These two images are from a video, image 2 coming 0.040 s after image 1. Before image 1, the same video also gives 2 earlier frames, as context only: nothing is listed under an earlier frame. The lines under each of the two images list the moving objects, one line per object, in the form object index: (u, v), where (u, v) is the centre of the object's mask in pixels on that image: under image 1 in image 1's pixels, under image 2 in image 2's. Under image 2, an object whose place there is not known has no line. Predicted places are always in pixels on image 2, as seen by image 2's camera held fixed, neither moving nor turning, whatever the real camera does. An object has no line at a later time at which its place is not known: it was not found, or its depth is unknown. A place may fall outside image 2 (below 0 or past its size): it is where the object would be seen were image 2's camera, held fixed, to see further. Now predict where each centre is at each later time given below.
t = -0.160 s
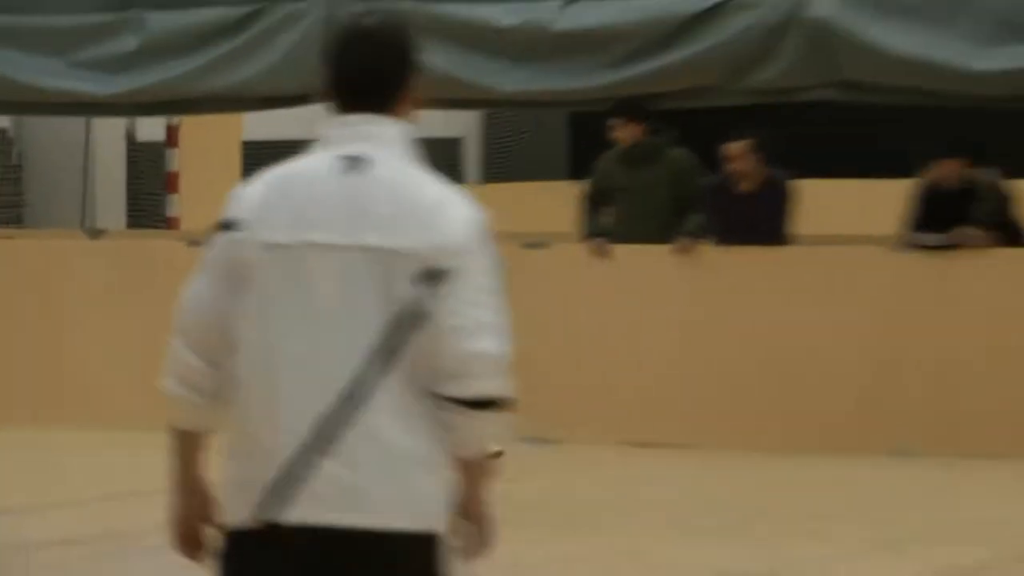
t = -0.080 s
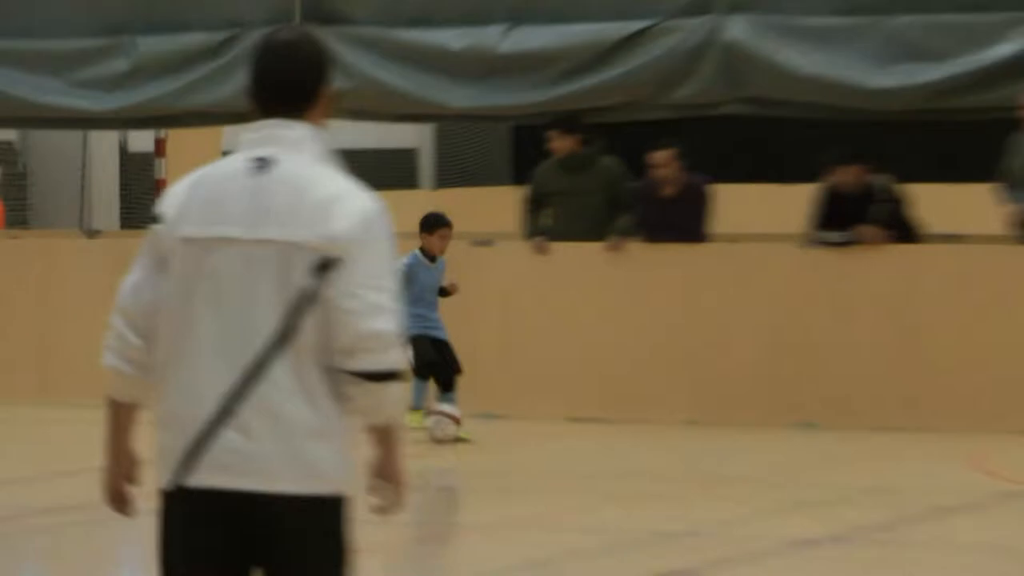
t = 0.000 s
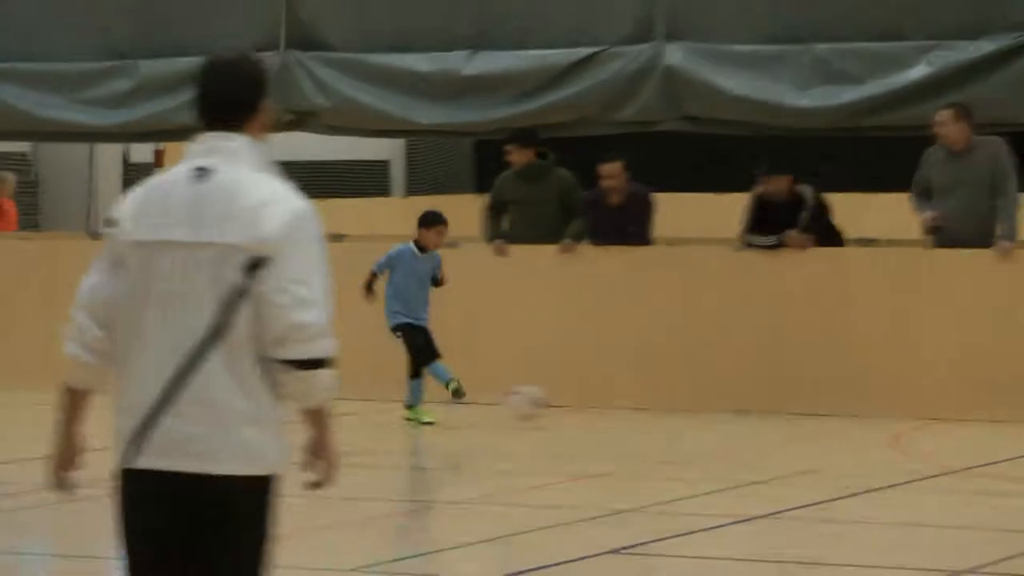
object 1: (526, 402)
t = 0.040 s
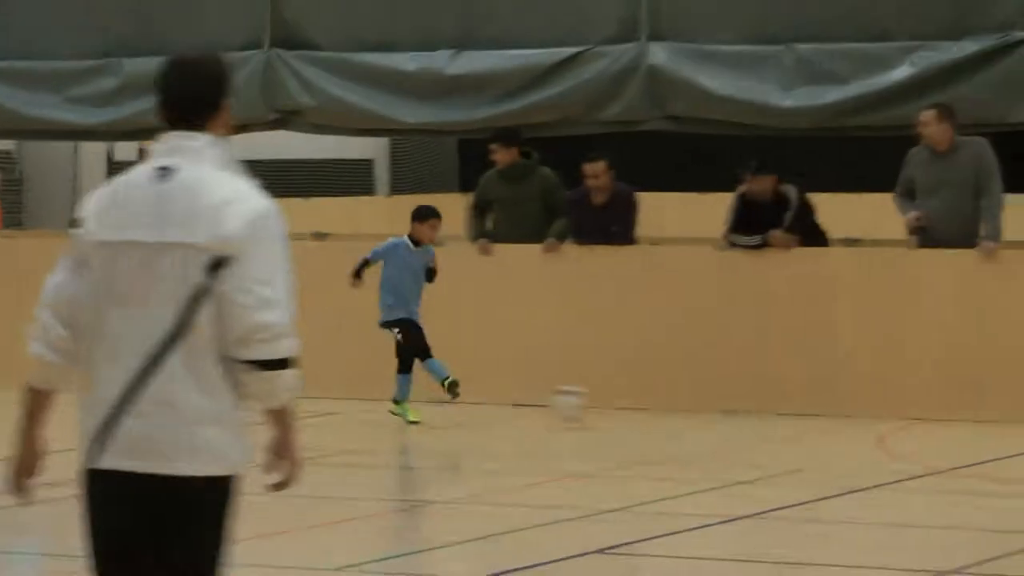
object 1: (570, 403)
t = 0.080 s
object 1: (633, 409)
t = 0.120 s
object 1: (691, 411)
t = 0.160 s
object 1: (748, 408)
